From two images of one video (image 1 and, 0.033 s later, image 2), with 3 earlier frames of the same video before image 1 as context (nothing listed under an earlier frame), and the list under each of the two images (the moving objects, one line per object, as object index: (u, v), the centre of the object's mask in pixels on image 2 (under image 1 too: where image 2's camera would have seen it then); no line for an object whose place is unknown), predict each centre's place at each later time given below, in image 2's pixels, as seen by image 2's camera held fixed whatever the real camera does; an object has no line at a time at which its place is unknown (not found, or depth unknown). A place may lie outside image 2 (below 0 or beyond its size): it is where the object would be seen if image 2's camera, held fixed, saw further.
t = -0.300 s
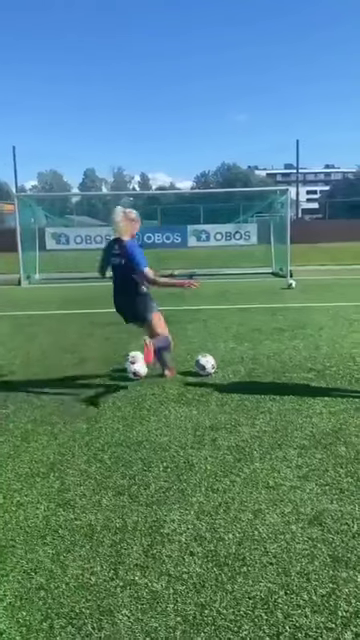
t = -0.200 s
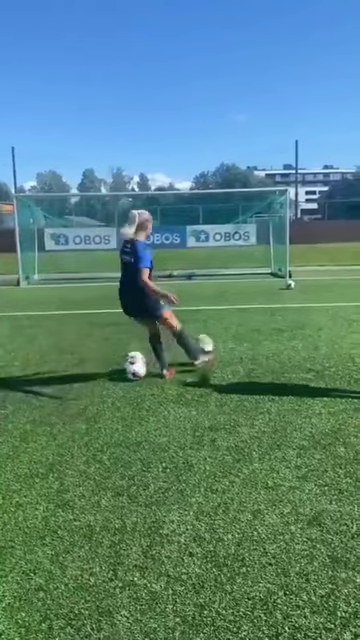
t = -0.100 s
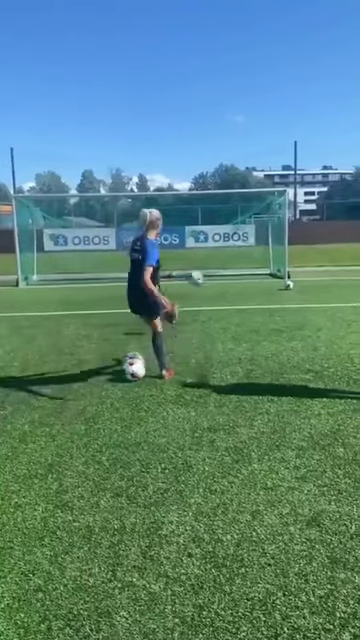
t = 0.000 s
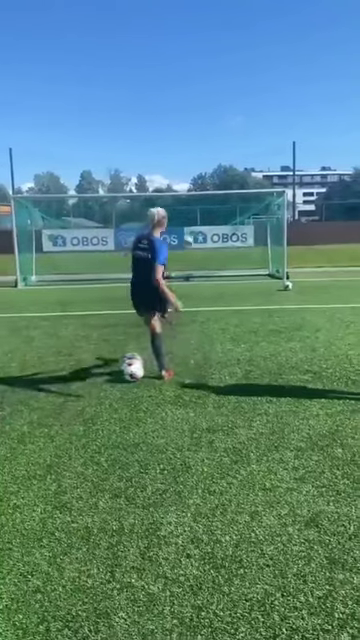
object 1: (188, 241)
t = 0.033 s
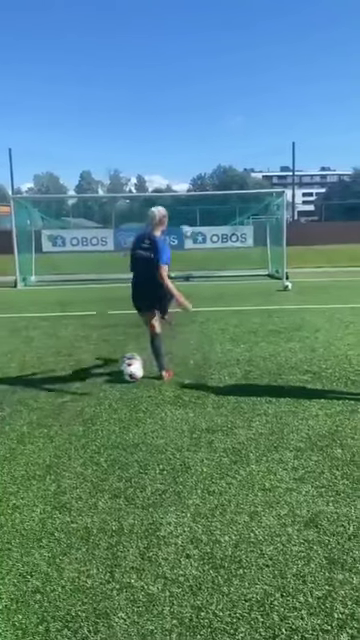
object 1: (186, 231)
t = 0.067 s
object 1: (183, 222)
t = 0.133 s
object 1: (179, 211)
